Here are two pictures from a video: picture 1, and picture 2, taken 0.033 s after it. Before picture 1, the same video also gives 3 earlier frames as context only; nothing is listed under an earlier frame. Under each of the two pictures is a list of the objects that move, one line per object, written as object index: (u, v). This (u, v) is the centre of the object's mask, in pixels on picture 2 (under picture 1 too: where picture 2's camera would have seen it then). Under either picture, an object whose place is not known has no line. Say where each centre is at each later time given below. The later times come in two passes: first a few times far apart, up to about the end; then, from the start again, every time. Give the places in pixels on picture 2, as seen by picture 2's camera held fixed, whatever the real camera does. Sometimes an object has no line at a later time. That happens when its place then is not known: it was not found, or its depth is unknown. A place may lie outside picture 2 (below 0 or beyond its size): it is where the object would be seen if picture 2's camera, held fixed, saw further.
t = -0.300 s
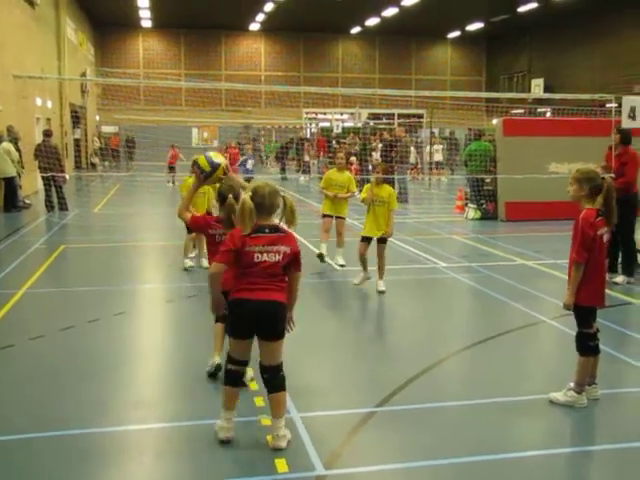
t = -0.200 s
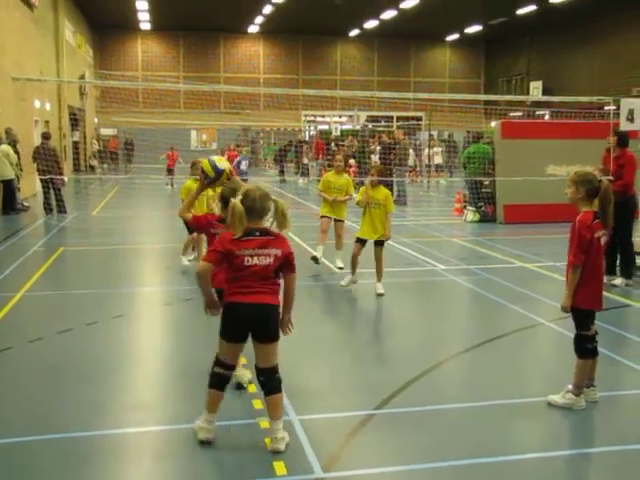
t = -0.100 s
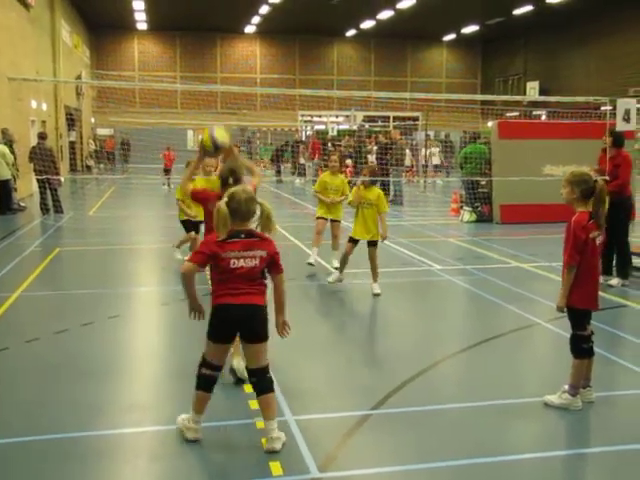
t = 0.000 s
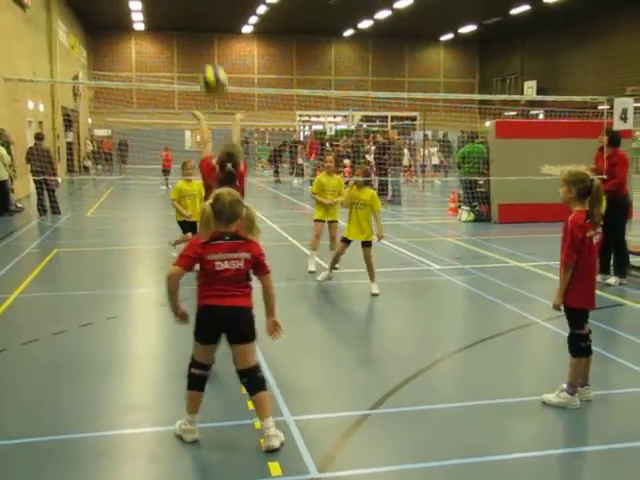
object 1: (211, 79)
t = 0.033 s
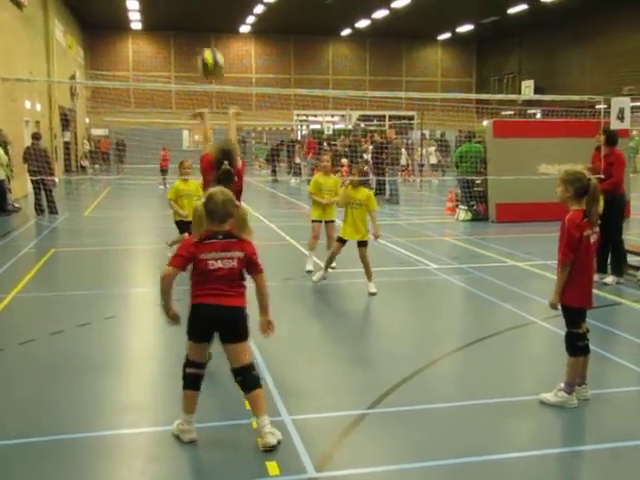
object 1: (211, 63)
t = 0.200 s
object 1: (209, 15)
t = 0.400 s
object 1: (207, 8)
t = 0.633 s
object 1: (206, 46)
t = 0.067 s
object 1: (210, 48)
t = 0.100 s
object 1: (210, 37)
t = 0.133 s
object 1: (209, 27)
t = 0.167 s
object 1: (209, 20)
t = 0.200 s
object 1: (209, 15)
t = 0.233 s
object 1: (208, 11)
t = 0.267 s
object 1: (208, 9)
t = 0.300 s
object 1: (208, 8)
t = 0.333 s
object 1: (207, 7)
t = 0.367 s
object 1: (207, 7)
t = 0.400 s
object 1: (207, 8)
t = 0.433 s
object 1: (207, 11)
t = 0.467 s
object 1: (207, 15)
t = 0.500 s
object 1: (207, 20)
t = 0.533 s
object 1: (207, 26)
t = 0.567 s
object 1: (206, 32)
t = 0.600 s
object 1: (206, 38)
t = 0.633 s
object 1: (206, 46)
